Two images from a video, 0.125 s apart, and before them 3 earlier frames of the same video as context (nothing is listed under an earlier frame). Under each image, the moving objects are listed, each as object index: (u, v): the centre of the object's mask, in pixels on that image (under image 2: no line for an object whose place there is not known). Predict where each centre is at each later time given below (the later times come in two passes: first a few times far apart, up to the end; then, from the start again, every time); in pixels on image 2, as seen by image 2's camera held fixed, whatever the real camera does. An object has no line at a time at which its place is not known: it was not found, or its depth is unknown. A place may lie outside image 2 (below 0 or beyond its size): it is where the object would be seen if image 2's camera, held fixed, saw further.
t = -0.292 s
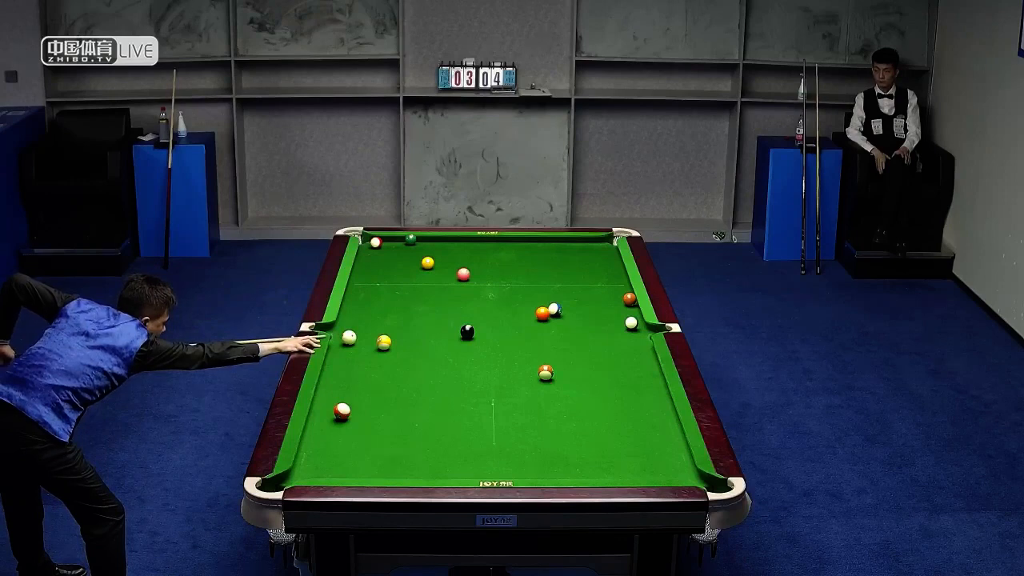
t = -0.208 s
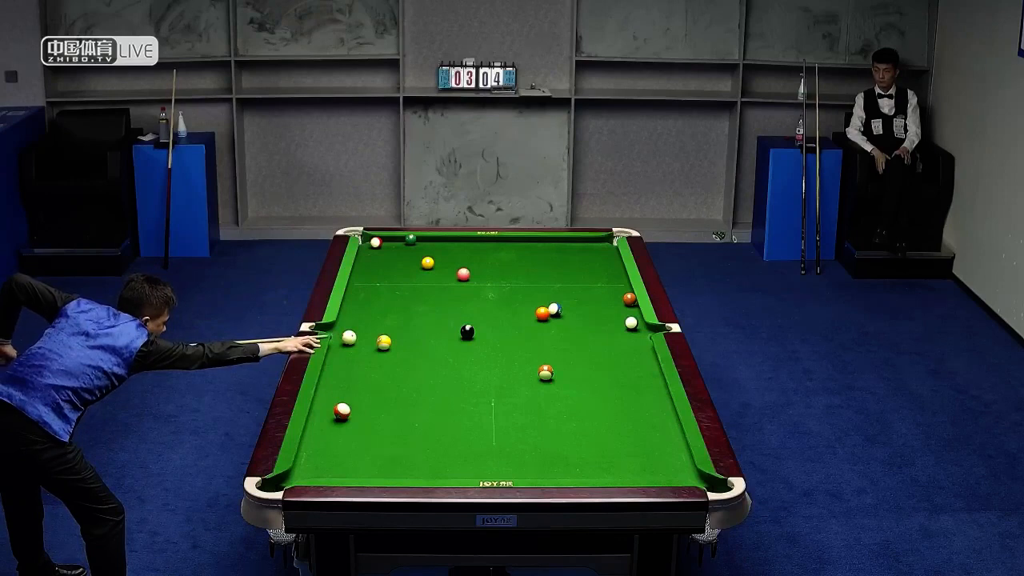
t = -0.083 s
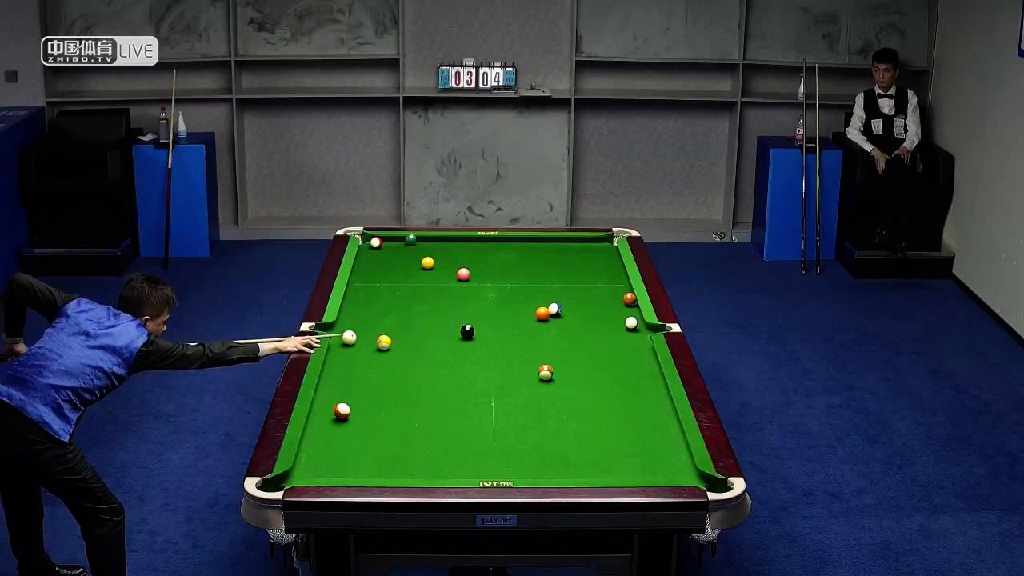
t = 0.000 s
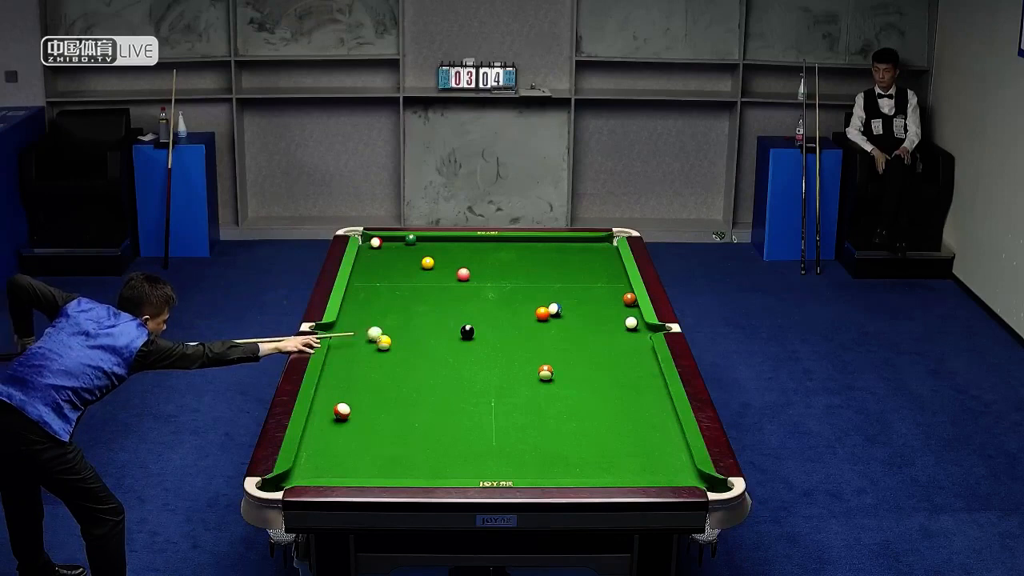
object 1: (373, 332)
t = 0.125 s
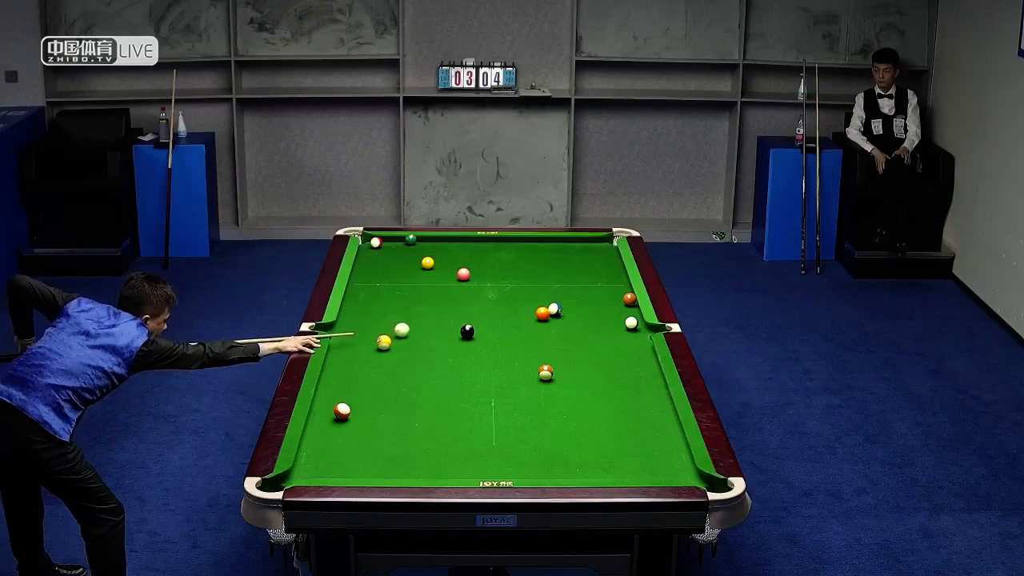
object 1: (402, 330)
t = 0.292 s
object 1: (436, 325)
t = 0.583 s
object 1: (495, 317)
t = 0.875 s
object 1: (539, 307)
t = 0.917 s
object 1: (542, 305)
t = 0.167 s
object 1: (410, 328)
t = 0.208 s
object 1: (419, 328)
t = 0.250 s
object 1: (428, 326)
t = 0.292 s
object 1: (436, 325)
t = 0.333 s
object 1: (445, 324)
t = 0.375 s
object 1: (453, 322)
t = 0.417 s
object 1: (461, 320)
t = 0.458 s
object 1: (470, 319)
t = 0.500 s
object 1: (478, 319)
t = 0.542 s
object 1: (486, 318)
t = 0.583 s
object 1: (495, 317)
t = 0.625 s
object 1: (502, 316)
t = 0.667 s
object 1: (510, 314)
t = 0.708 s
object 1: (518, 313)
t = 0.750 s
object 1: (526, 312)
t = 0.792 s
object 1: (531, 311)
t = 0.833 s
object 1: (535, 309)
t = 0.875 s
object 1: (539, 307)
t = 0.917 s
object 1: (542, 305)
